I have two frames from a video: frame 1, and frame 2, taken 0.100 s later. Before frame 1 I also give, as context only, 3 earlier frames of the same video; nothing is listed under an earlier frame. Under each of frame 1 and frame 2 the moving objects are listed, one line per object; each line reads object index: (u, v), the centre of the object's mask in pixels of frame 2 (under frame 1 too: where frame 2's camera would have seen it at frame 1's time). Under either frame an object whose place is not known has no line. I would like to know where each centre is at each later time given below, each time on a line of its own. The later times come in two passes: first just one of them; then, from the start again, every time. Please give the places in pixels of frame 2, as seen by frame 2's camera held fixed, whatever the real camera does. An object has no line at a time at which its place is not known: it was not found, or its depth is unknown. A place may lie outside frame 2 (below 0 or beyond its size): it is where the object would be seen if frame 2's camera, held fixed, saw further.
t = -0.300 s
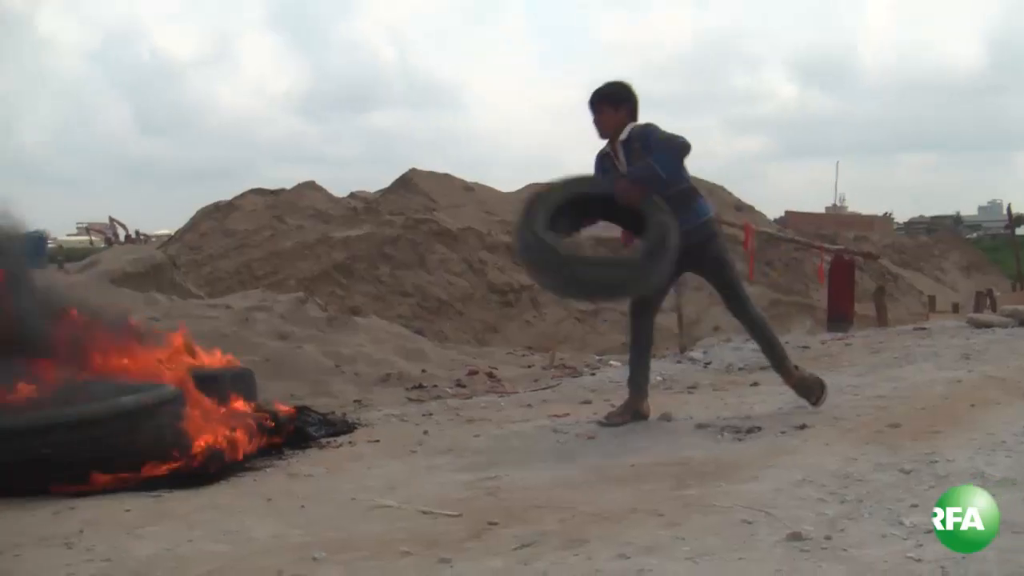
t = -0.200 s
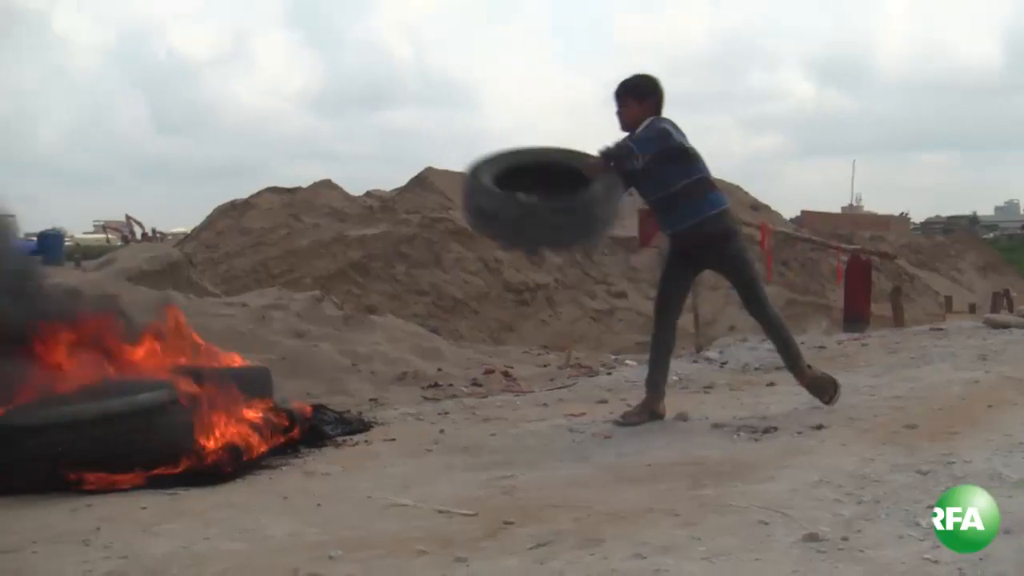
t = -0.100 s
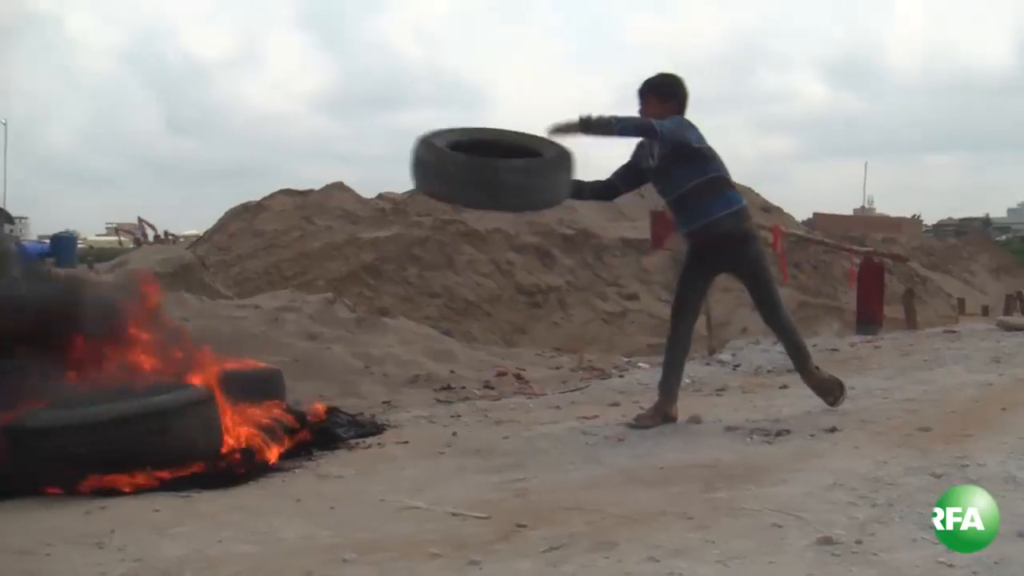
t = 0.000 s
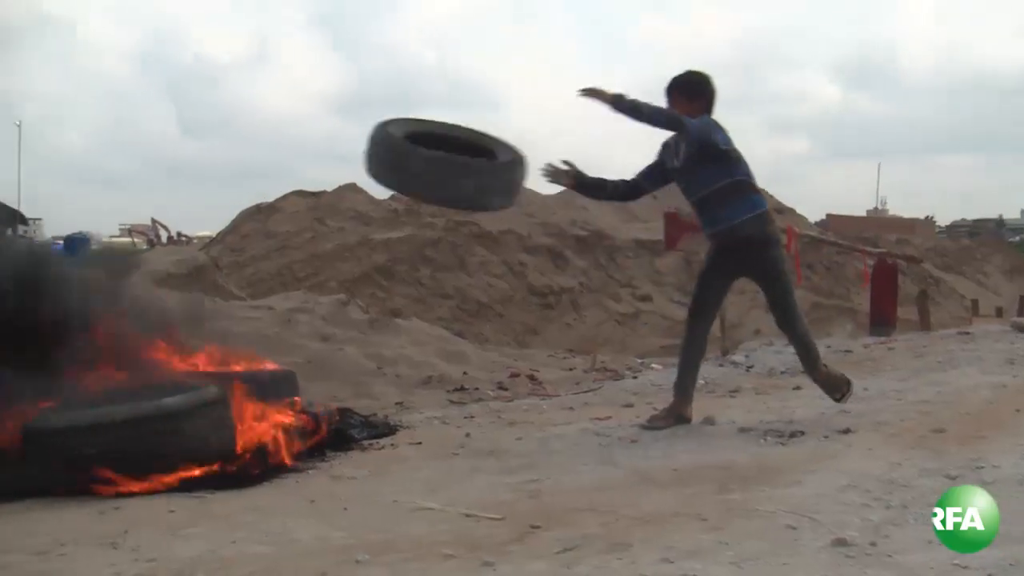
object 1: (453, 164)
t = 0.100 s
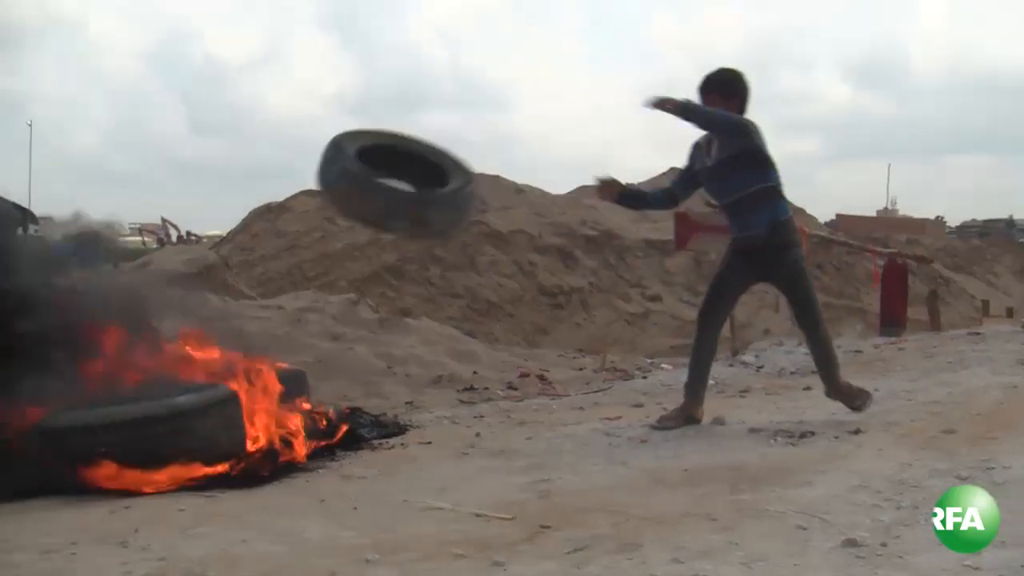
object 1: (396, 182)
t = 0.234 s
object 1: (326, 247)
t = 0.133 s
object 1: (378, 195)
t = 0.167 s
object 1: (361, 210)
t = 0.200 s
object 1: (343, 228)
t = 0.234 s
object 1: (326, 247)
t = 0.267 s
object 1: (309, 269)
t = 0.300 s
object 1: (292, 295)
